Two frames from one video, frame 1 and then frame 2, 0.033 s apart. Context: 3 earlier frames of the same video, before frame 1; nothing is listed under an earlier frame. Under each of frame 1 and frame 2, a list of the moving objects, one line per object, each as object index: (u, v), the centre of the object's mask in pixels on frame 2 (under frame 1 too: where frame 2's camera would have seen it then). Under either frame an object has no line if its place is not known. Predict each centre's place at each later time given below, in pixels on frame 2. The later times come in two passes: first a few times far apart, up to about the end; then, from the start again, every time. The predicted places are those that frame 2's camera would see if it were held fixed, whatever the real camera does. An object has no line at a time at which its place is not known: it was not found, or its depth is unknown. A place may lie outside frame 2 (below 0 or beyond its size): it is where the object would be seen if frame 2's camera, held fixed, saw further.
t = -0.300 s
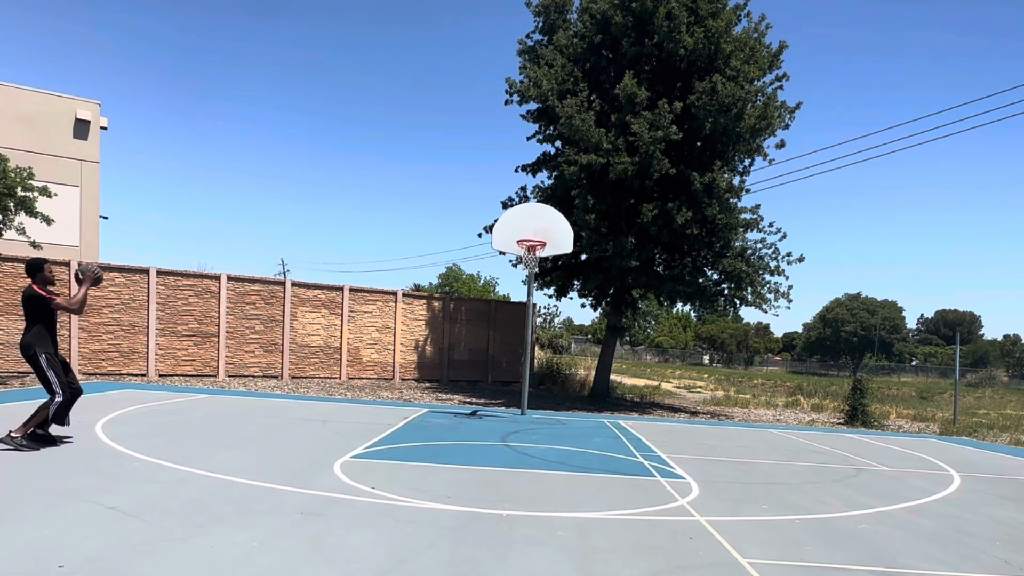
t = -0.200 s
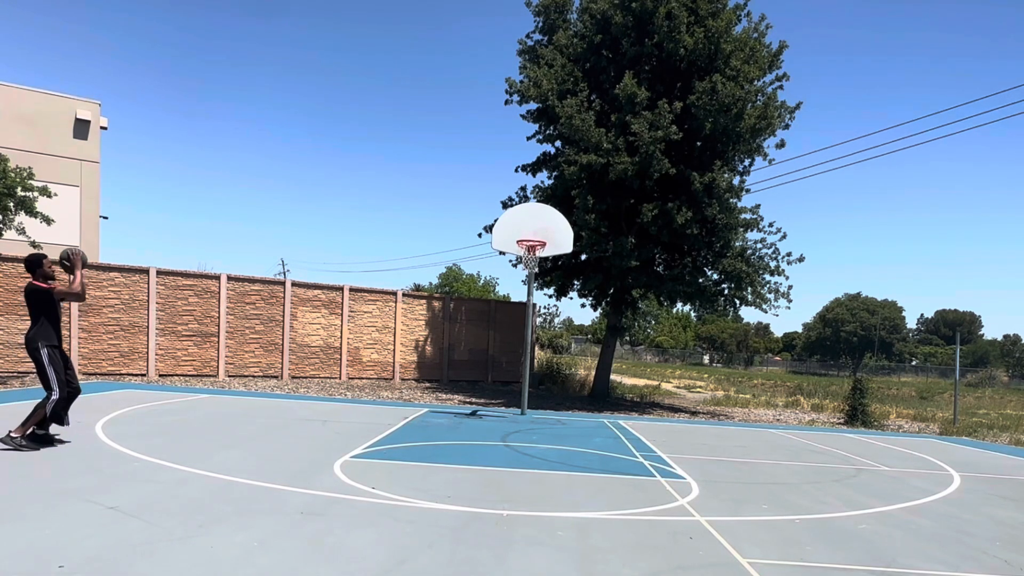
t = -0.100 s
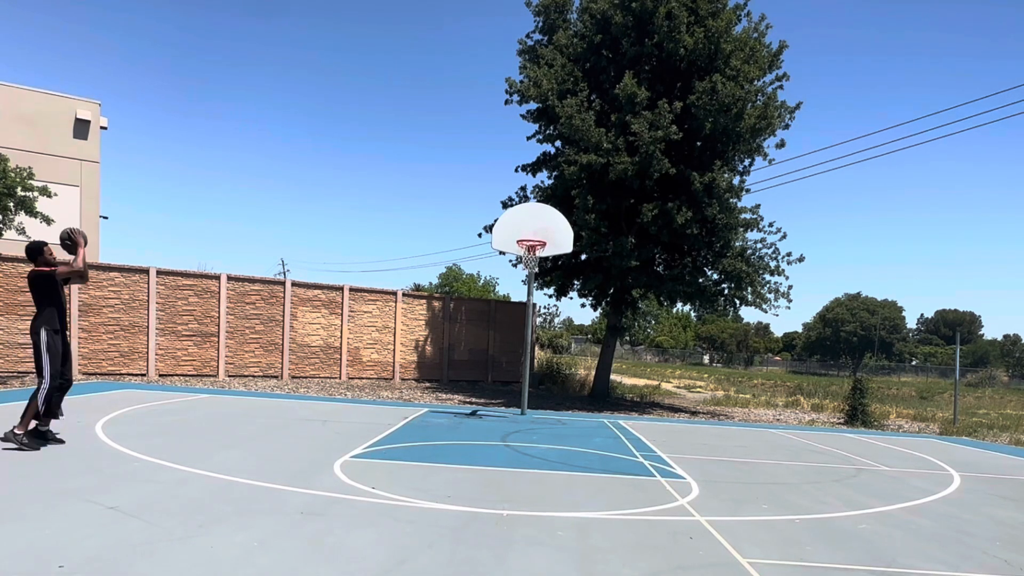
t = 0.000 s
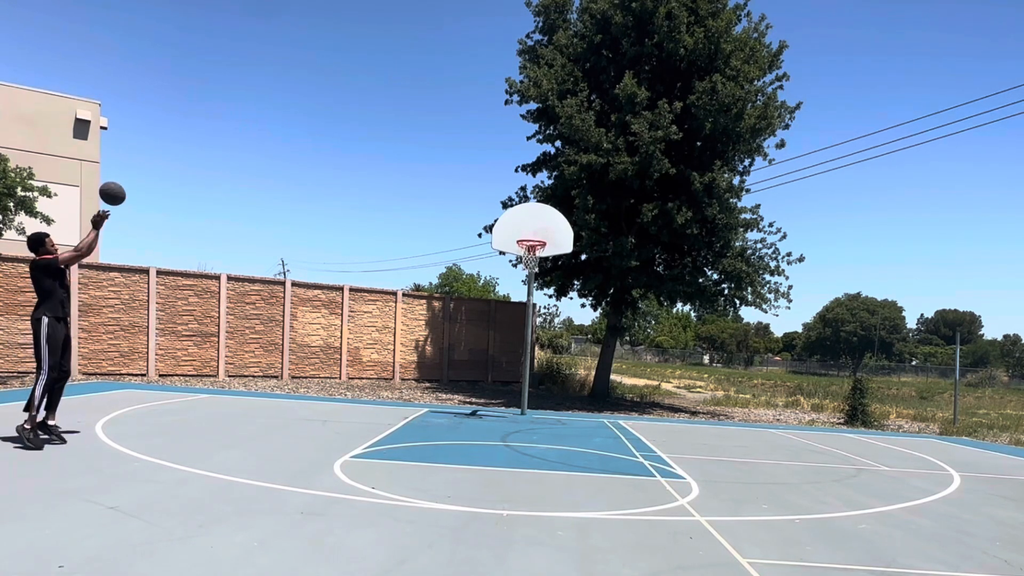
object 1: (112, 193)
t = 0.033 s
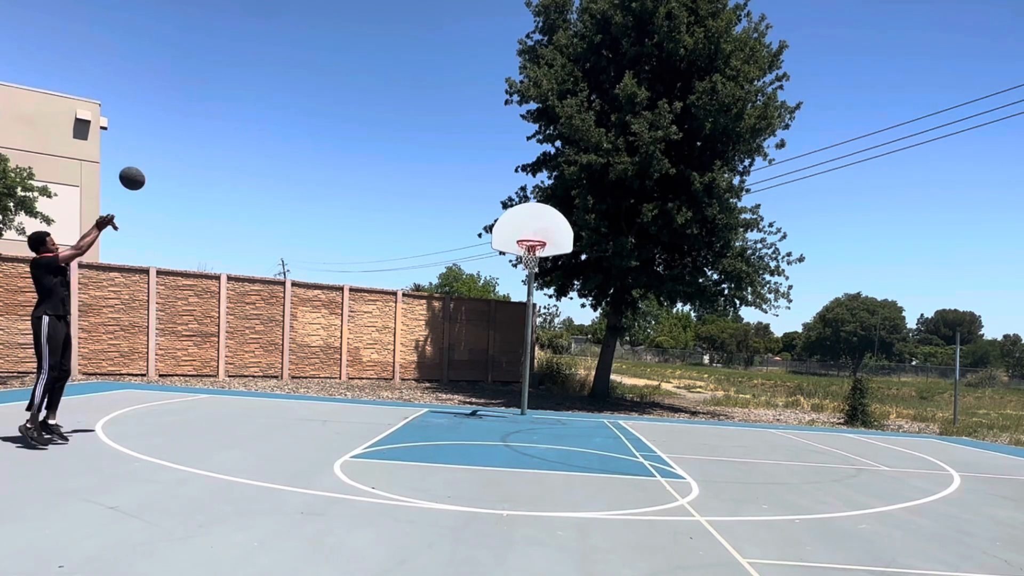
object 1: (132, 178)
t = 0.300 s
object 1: (269, 105)
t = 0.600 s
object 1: (387, 105)
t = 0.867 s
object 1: (468, 156)
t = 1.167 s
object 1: (536, 237)
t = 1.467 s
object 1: (535, 237)
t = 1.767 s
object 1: (534, 234)
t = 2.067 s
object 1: (538, 235)
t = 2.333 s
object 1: (528, 235)
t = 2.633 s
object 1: (539, 254)
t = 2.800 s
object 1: (538, 265)
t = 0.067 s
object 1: (151, 164)
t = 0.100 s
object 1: (170, 152)
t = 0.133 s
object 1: (187, 141)
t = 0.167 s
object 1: (205, 132)
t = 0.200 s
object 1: (222, 123)
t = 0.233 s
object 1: (238, 116)
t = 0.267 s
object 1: (254, 110)
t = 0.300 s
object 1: (269, 105)
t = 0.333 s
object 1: (284, 102)
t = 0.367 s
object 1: (299, 99)
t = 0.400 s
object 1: (312, 97)
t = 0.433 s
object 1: (326, 97)
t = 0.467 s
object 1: (339, 96)
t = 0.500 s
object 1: (352, 97)
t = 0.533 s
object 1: (364, 99)
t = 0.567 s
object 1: (376, 102)
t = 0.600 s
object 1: (387, 105)
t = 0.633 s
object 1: (398, 109)
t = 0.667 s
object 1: (409, 114)
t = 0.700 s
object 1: (420, 119)
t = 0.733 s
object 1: (430, 125)
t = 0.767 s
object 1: (440, 132)
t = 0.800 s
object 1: (450, 139)
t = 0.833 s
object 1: (459, 147)
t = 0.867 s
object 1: (468, 156)
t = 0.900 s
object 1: (477, 165)
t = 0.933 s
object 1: (486, 174)
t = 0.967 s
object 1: (494, 184)
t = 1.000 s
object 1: (502, 194)
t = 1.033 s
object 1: (509, 205)
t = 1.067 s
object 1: (517, 216)
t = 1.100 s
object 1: (524, 228)
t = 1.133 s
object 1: (531, 234)
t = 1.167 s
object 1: (536, 237)
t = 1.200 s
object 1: (536, 238)
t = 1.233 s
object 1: (529, 237)
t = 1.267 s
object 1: (525, 237)
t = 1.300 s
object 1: (528, 237)
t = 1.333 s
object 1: (530, 236)
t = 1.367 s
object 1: (534, 237)
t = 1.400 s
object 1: (538, 237)
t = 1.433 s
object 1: (538, 237)
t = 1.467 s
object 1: (535, 237)
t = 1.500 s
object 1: (531, 236)
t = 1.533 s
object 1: (528, 236)
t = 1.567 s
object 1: (527, 236)
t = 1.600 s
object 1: (525, 235)
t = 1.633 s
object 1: (524, 235)
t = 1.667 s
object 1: (525, 235)
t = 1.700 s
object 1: (528, 234)
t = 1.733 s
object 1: (530, 234)
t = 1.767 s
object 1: (534, 234)
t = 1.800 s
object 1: (537, 234)
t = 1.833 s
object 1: (537, 234)
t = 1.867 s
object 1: (538, 233)
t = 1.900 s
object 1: (538, 233)
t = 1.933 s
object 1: (539, 233)
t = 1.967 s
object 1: (540, 234)
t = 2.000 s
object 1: (540, 235)
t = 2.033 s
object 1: (540, 236)
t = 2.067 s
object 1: (538, 235)
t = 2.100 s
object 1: (536, 234)
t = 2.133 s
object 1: (533, 234)
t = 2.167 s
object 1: (531, 234)
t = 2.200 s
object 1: (529, 235)
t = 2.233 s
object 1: (527, 236)
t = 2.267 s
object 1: (526, 235)
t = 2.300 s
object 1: (527, 235)
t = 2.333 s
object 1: (528, 235)
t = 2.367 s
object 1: (528, 236)
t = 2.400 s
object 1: (529, 236)
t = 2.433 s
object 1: (530, 238)
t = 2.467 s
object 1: (532, 238)
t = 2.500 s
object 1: (535, 239)
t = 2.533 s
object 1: (536, 248)
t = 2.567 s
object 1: (538, 249)
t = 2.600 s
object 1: (540, 252)
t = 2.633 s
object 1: (539, 254)
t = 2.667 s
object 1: (534, 250)
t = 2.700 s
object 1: (541, 255)
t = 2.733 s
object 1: (540, 262)
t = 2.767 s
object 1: (539, 262)
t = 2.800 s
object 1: (538, 265)
